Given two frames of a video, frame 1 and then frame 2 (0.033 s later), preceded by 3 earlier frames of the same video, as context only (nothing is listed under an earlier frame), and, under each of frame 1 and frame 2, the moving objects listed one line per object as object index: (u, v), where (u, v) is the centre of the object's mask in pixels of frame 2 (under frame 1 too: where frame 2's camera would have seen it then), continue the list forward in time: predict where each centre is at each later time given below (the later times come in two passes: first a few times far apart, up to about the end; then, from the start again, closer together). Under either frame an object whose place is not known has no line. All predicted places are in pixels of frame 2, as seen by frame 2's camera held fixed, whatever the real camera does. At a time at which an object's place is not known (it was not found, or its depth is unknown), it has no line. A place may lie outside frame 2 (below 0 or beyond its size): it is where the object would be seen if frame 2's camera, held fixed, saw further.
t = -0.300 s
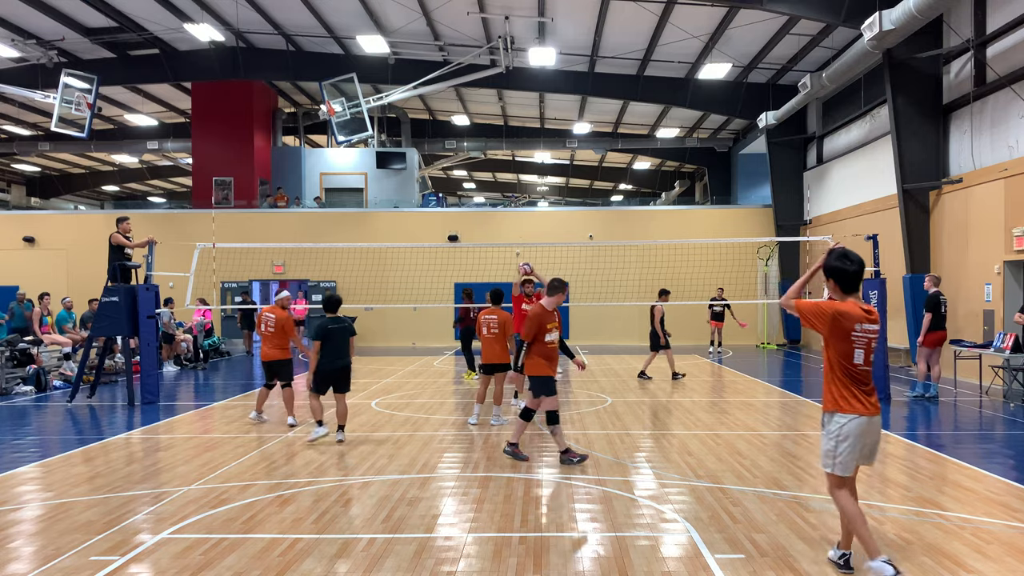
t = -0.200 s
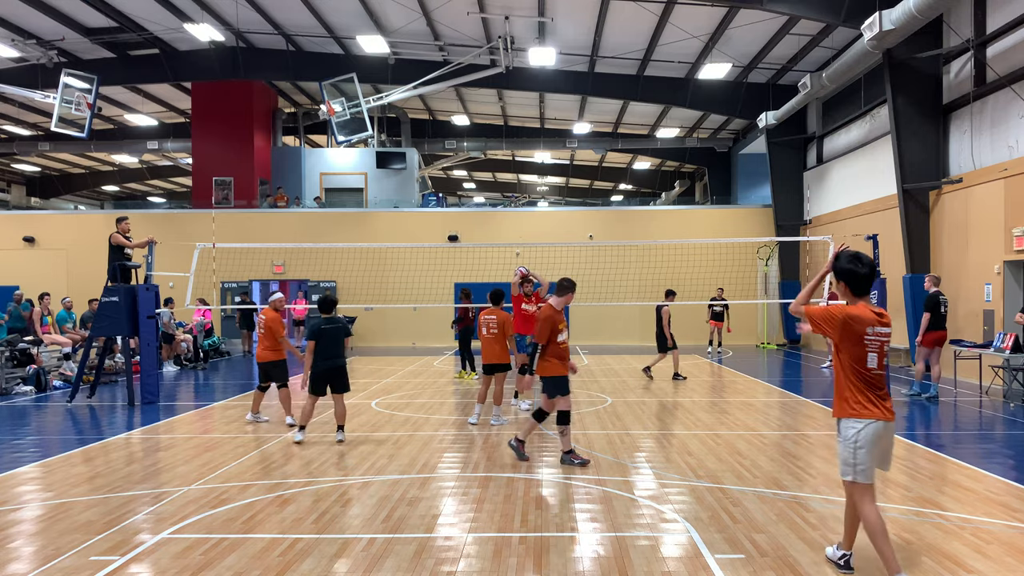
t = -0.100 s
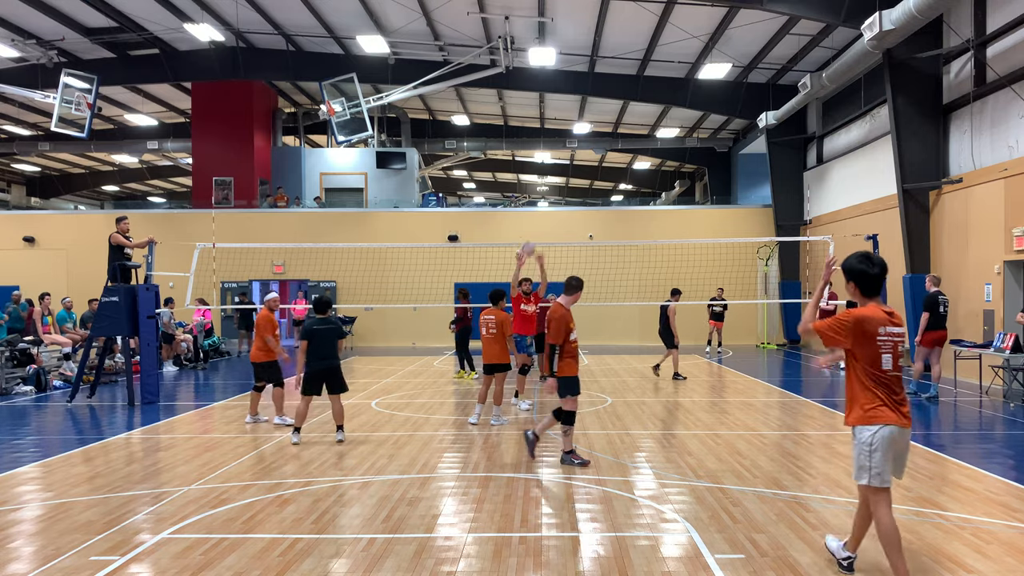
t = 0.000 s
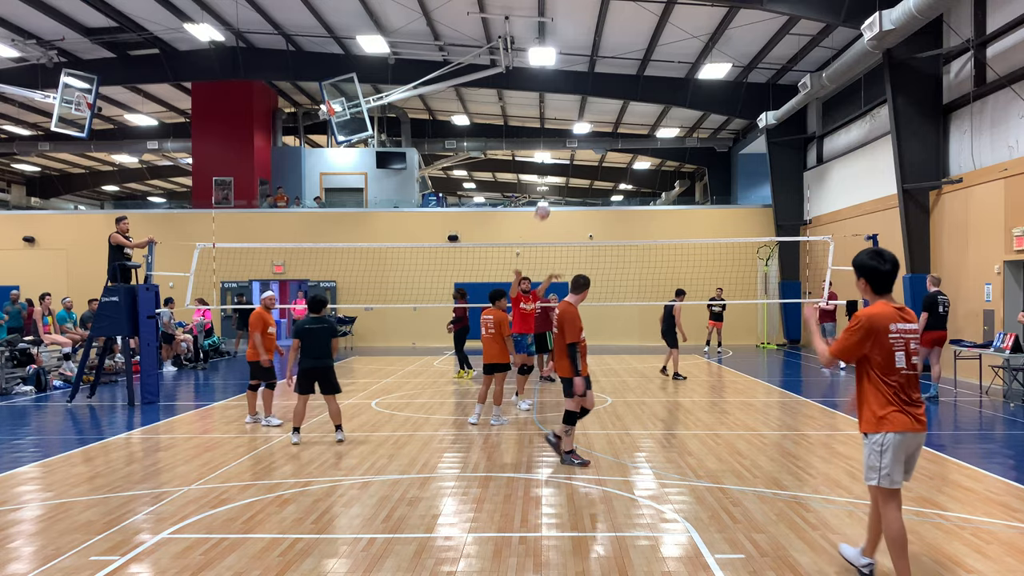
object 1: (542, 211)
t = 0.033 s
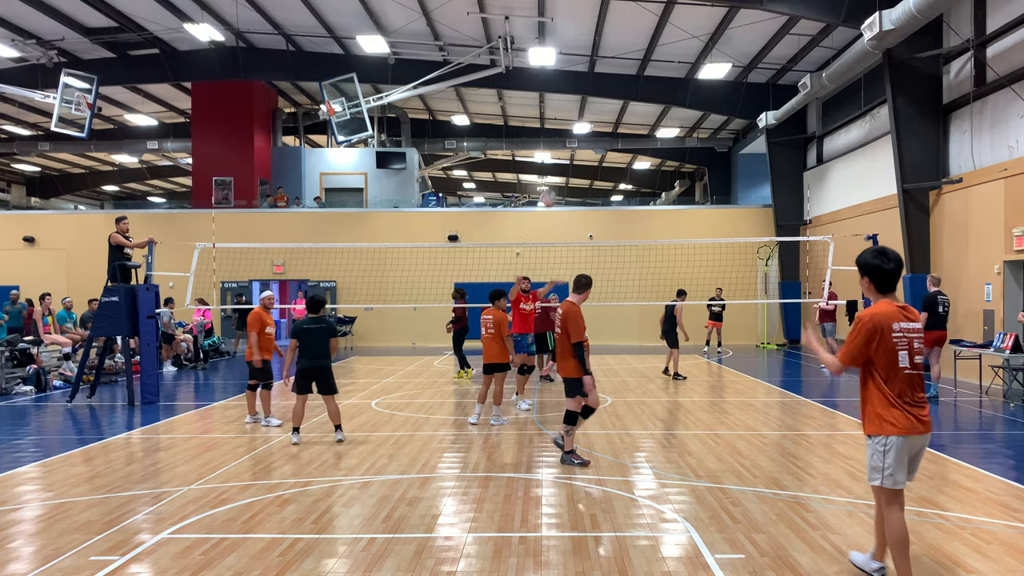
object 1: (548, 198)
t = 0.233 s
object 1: (584, 140)
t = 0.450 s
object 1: (635, 101)
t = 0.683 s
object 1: (712, 117)
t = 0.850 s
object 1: (790, 191)
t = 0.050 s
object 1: (550, 193)
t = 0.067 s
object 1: (553, 189)
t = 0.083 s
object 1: (556, 183)
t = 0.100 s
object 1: (559, 176)
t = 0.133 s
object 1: (564, 168)
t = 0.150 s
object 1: (567, 163)
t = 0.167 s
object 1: (570, 157)
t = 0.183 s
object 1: (574, 152)
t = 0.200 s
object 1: (577, 148)
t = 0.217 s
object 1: (580, 143)
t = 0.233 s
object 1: (584, 140)
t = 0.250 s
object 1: (587, 136)
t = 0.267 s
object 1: (591, 131)
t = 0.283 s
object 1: (595, 127)
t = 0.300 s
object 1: (598, 124)
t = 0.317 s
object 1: (602, 120)
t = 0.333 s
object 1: (605, 117)
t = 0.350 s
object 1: (610, 114)
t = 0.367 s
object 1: (614, 111)
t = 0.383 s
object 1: (618, 109)
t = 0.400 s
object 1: (623, 106)
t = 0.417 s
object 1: (627, 104)
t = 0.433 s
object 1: (631, 103)
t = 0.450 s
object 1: (635, 101)
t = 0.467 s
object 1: (640, 100)
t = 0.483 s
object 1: (645, 99)
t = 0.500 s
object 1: (650, 98)
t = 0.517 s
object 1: (655, 98)
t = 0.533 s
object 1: (660, 99)
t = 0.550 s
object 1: (665, 99)
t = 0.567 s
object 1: (670, 99)
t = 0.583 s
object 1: (676, 100)
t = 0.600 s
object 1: (681, 102)
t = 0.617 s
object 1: (687, 104)
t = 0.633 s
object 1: (693, 107)
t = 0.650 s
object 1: (699, 110)
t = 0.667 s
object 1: (706, 113)
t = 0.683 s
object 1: (712, 117)
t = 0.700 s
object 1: (718, 122)
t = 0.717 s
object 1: (725, 127)
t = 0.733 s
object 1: (733, 132)
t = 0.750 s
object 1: (739, 138)
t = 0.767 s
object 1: (747, 146)
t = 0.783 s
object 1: (755, 154)
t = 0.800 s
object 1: (764, 162)
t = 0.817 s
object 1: (773, 171)
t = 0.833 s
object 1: (782, 181)
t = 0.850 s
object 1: (790, 191)
